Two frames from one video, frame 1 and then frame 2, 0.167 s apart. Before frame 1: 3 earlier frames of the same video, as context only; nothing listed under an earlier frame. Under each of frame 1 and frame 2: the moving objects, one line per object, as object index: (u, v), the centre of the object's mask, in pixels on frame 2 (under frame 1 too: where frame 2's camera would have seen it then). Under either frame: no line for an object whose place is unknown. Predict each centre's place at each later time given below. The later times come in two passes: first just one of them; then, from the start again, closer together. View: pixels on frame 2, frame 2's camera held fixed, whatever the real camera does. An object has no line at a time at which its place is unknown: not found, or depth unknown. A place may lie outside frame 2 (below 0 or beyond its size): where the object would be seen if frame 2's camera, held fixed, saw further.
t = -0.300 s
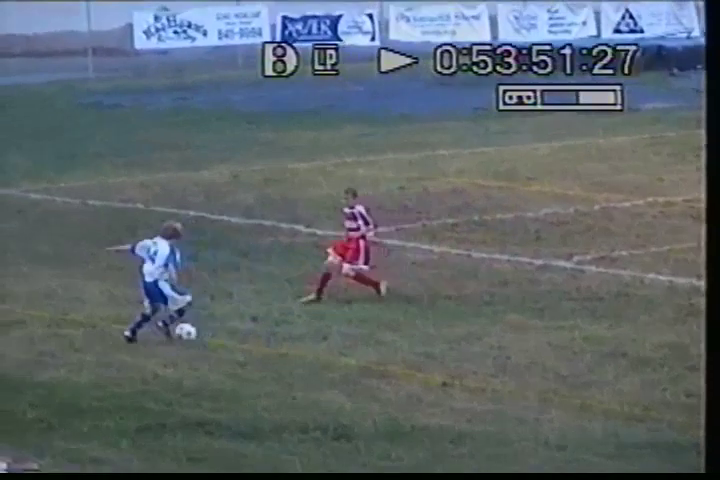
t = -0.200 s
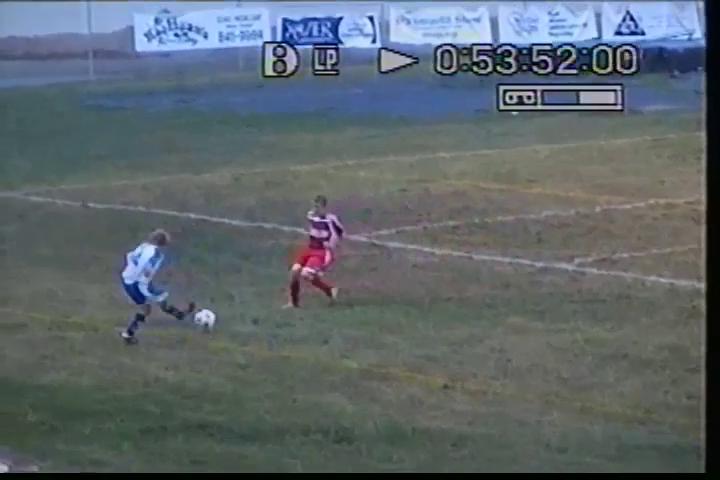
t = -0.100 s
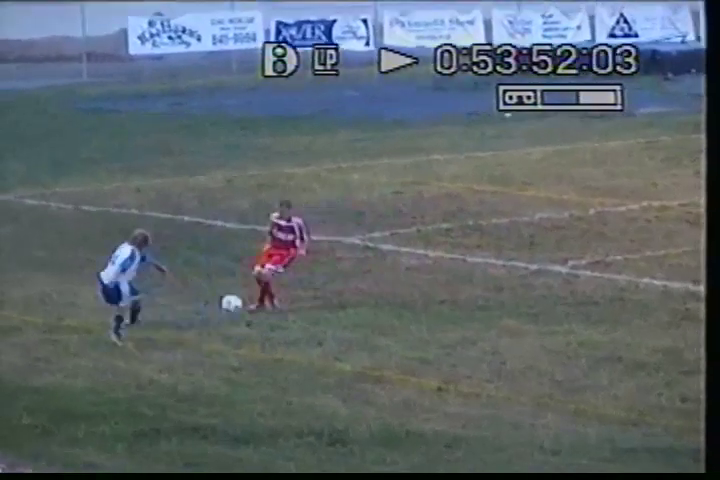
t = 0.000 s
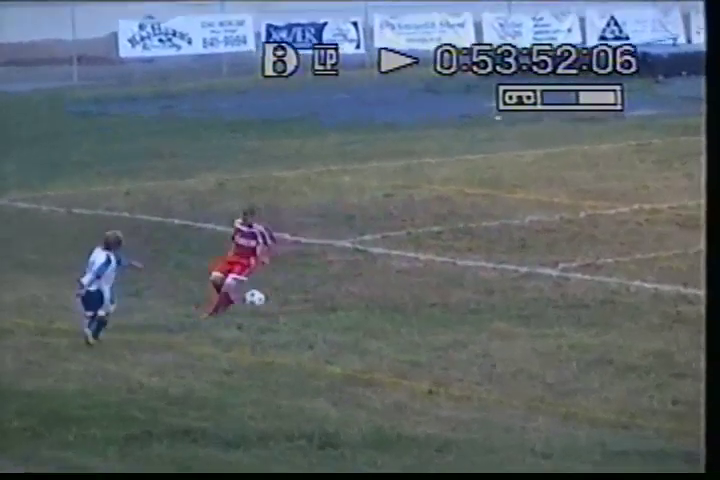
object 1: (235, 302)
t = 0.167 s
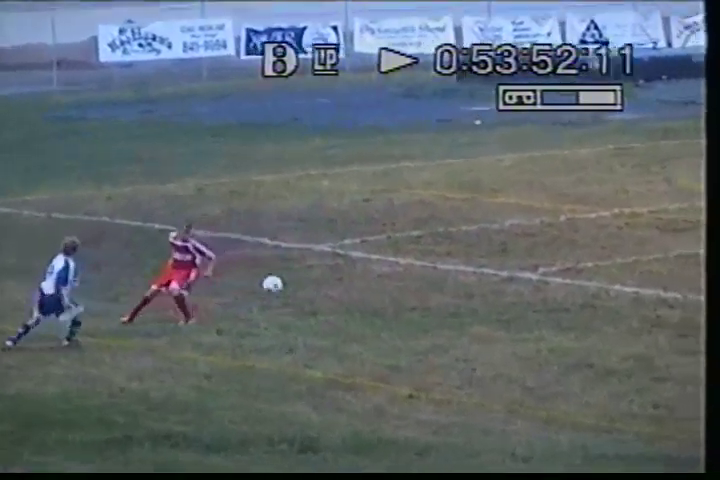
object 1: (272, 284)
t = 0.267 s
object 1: (288, 270)
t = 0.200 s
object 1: (278, 279)
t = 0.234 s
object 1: (283, 275)
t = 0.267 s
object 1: (288, 270)
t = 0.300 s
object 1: (293, 267)
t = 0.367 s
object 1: (303, 266)
